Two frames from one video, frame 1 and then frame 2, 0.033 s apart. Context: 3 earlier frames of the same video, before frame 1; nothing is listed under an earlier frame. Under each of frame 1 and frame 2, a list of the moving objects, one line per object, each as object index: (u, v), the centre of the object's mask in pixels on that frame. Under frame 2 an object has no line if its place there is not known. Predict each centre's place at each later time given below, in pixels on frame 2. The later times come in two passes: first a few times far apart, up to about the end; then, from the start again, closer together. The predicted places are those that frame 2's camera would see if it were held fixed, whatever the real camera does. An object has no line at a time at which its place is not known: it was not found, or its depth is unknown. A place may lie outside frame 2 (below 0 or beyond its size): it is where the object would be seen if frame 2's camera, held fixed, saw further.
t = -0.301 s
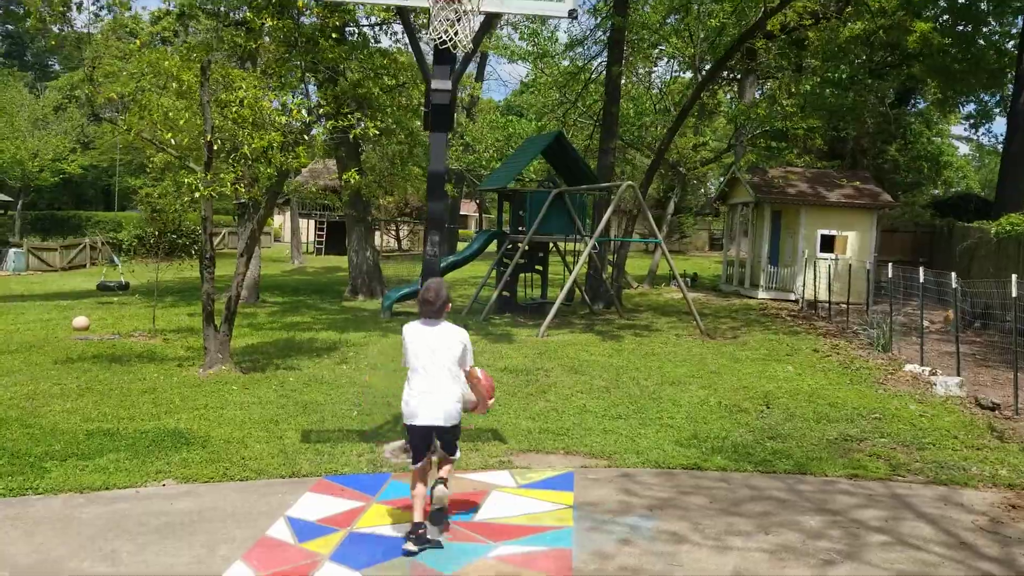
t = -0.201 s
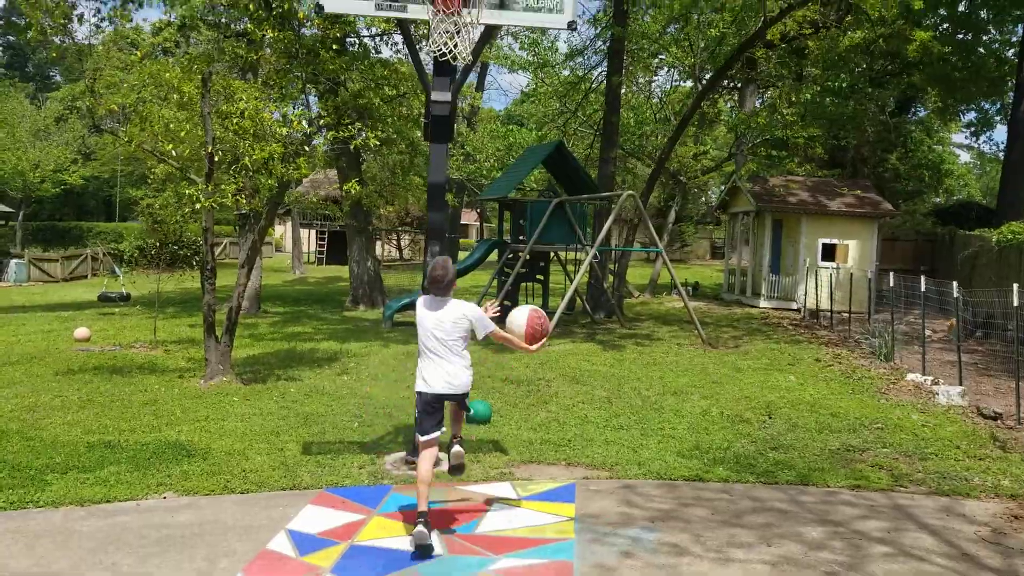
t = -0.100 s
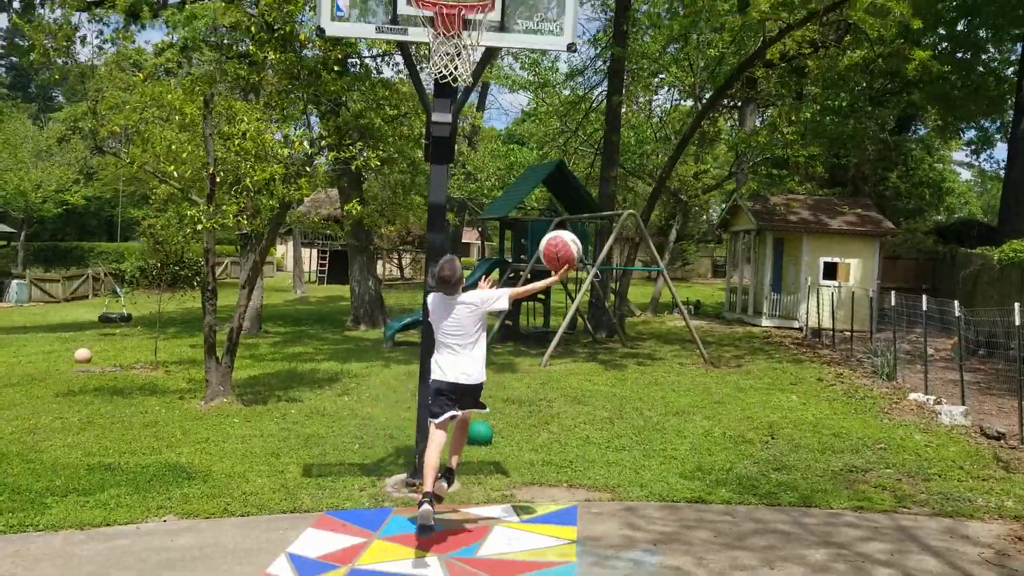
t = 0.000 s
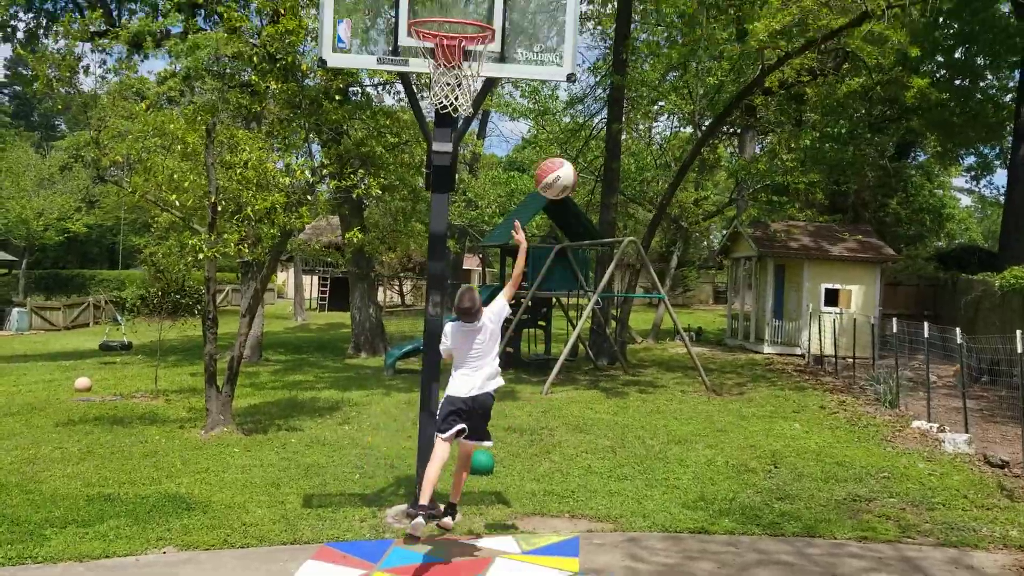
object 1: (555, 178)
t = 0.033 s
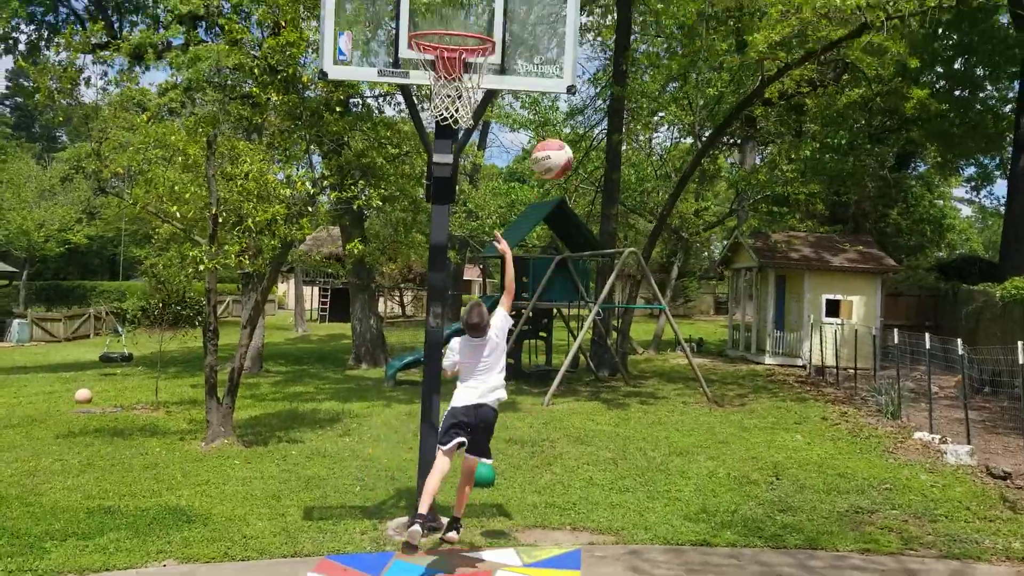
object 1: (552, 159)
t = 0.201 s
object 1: (533, 36)
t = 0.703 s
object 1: (462, 5)
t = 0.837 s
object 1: (454, 57)
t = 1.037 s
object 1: (444, 107)
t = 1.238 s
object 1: (435, 207)
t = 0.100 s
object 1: (544, 105)
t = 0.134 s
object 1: (540, 79)
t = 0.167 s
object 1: (536, 57)
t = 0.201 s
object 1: (533, 36)
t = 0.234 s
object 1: (529, 18)
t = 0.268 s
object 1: (524, 1)
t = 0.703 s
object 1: (462, 5)
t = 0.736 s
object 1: (457, 16)
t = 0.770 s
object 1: (455, 31)
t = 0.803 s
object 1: (454, 42)
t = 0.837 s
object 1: (454, 57)
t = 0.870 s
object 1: (452, 65)
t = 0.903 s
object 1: (451, 74)
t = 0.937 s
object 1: (449, 86)
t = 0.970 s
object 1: (448, 92)
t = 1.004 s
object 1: (445, 98)
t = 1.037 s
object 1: (444, 107)
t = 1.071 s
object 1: (442, 120)
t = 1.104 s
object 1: (441, 134)
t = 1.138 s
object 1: (440, 147)
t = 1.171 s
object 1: (438, 165)
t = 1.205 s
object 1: (437, 185)
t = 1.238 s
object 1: (435, 207)
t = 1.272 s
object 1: (433, 231)
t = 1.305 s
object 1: (431, 258)
